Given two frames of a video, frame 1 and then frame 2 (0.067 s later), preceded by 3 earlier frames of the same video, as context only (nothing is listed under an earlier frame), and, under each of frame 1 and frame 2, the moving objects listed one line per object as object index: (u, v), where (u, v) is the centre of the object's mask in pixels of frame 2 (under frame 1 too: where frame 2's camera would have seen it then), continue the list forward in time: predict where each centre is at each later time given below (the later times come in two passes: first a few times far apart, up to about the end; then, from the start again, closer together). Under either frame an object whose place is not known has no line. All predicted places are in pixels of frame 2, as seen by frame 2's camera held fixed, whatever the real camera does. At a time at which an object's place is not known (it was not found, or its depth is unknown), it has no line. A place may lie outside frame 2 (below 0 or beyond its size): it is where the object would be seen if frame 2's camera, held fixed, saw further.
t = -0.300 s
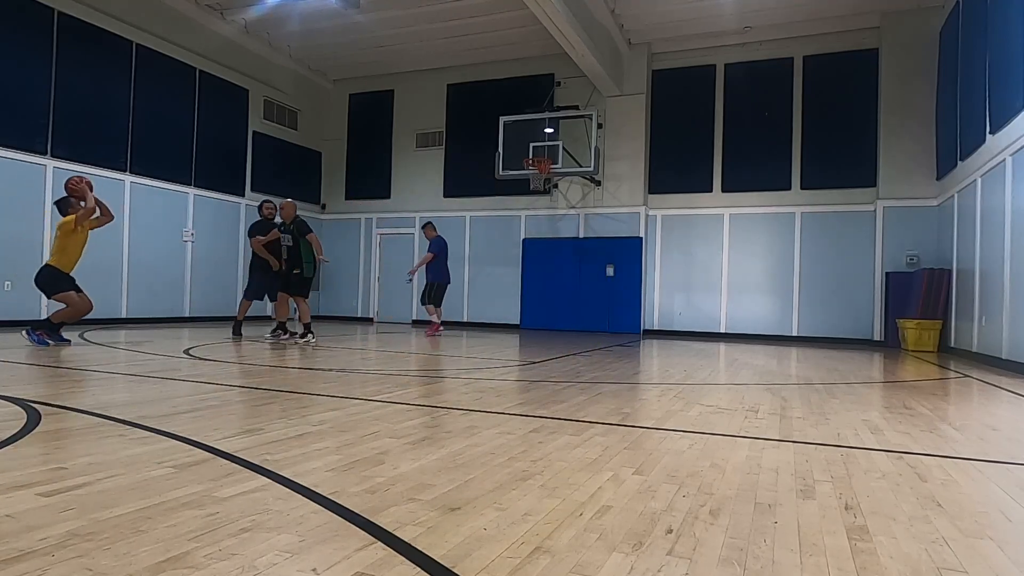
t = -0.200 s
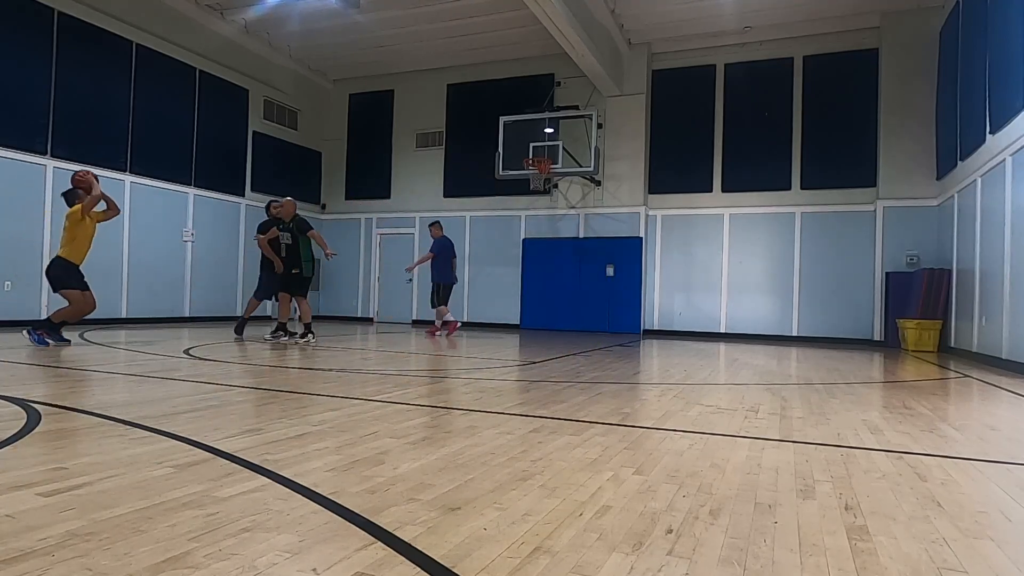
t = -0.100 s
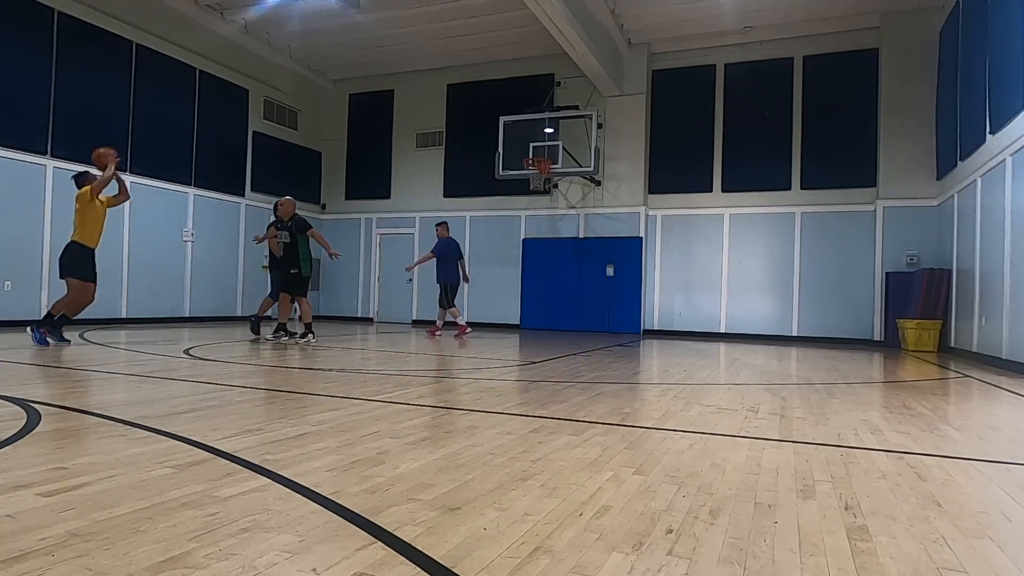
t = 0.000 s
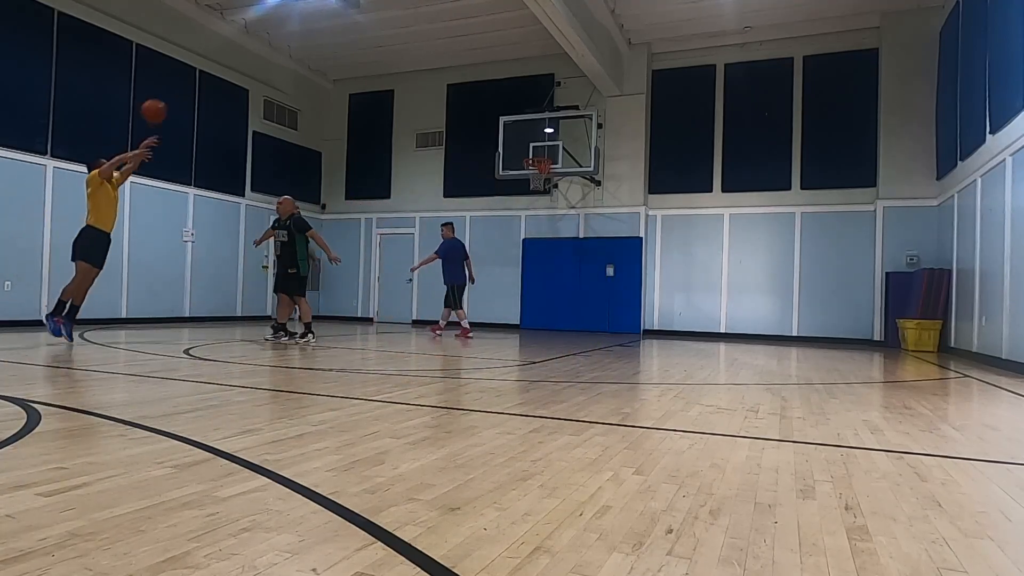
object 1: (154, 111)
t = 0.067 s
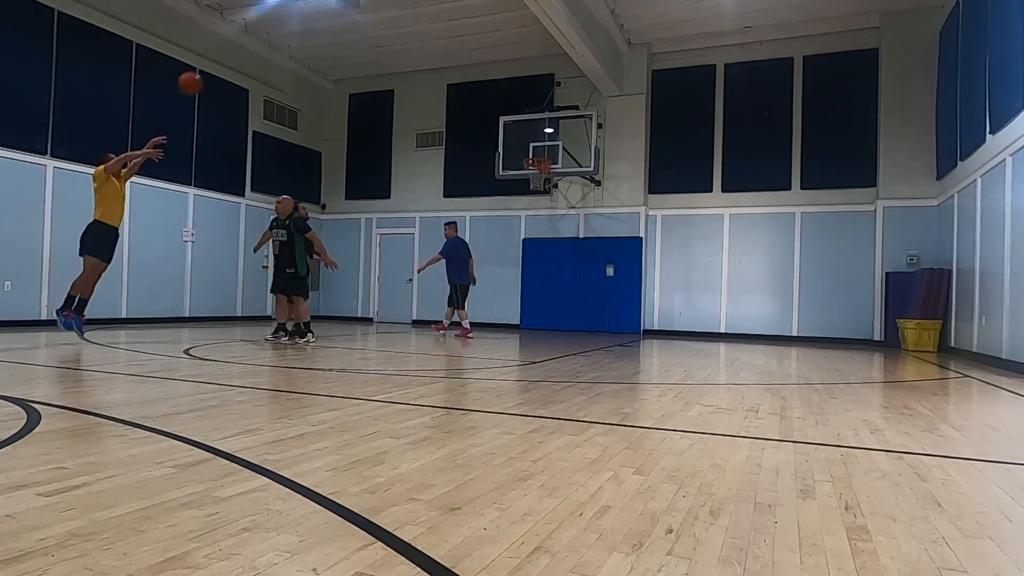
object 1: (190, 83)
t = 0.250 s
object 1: (277, 34)
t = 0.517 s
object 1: (376, 18)
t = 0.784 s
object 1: (452, 49)
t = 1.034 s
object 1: (510, 110)
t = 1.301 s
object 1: (547, 176)
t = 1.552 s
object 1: (547, 202)
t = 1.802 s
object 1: (545, 259)
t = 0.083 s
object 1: (198, 78)
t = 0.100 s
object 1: (207, 73)
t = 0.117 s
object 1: (216, 67)
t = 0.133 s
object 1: (224, 61)
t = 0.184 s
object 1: (248, 48)
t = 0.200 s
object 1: (255, 44)
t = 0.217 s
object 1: (263, 40)
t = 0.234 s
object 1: (270, 37)
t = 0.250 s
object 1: (277, 34)
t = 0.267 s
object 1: (284, 32)
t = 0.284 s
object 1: (292, 29)
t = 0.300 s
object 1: (298, 27)
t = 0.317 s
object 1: (305, 25)
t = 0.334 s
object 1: (311, 23)
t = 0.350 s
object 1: (318, 21)
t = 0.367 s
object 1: (324, 20)
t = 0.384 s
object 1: (331, 19)
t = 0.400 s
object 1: (336, 18)
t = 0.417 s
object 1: (342, 18)
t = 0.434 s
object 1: (349, 17)
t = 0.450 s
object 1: (354, 17)
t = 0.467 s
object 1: (360, 17)
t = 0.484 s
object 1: (365, 17)
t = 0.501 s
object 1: (371, 17)
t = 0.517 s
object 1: (376, 18)
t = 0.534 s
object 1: (381, 19)
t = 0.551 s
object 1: (387, 19)
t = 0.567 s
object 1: (392, 20)
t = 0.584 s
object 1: (397, 21)
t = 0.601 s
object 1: (402, 23)
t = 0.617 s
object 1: (407, 25)
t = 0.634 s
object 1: (412, 26)
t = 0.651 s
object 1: (416, 28)
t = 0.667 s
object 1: (421, 30)
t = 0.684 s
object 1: (426, 32)
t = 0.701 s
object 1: (430, 35)
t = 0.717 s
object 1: (435, 38)
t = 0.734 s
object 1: (439, 40)
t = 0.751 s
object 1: (444, 43)
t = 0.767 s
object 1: (448, 46)
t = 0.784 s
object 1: (452, 49)
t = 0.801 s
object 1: (457, 52)
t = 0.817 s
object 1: (461, 56)
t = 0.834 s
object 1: (465, 59)
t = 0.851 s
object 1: (469, 63)
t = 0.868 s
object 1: (473, 67)
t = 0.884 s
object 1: (477, 70)
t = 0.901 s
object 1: (481, 75)
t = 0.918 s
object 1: (485, 79)
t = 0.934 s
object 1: (488, 83)
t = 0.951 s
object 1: (492, 87)
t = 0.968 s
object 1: (495, 92)
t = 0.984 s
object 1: (499, 96)
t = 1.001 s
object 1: (503, 101)
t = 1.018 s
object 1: (506, 106)
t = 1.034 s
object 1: (510, 110)
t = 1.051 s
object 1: (513, 116)
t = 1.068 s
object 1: (517, 121)
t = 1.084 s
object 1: (520, 127)
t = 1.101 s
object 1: (523, 131)
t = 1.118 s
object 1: (527, 137)
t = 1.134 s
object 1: (530, 143)
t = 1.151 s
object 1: (533, 148)
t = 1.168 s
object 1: (535, 153)
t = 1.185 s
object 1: (539, 158)
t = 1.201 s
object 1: (541, 163)
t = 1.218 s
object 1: (545, 170)
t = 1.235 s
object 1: (546, 173)
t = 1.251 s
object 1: (547, 177)
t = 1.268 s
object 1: (548, 177)
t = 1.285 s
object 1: (548, 177)
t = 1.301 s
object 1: (547, 176)
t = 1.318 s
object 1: (548, 176)
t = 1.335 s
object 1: (547, 176)
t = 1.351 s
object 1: (548, 177)
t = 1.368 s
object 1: (548, 180)
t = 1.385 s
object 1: (548, 181)
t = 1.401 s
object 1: (547, 182)
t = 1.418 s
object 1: (547, 183)
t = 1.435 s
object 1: (548, 185)
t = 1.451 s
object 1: (547, 188)
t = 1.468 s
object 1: (547, 190)
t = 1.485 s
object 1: (547, 192)
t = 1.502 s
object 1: (547, 193)
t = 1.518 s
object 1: (547, 196)
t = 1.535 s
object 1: (547, 199)
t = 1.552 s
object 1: (547, 202)
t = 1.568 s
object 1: (546, 204)
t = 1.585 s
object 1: (546, 207)
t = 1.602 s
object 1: (546, 211)
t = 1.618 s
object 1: (546, 214)
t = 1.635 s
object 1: (546, 217)
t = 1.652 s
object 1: (546, 221)
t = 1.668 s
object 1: (545, 224)
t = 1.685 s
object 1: (545, 229)
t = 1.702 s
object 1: (545, 232)
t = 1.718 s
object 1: (545, 236)
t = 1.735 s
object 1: (545, 241)
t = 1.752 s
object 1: (545, 245)
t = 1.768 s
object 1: (545, 250)
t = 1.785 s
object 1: (545, 255)
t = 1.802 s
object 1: (545, 259)
